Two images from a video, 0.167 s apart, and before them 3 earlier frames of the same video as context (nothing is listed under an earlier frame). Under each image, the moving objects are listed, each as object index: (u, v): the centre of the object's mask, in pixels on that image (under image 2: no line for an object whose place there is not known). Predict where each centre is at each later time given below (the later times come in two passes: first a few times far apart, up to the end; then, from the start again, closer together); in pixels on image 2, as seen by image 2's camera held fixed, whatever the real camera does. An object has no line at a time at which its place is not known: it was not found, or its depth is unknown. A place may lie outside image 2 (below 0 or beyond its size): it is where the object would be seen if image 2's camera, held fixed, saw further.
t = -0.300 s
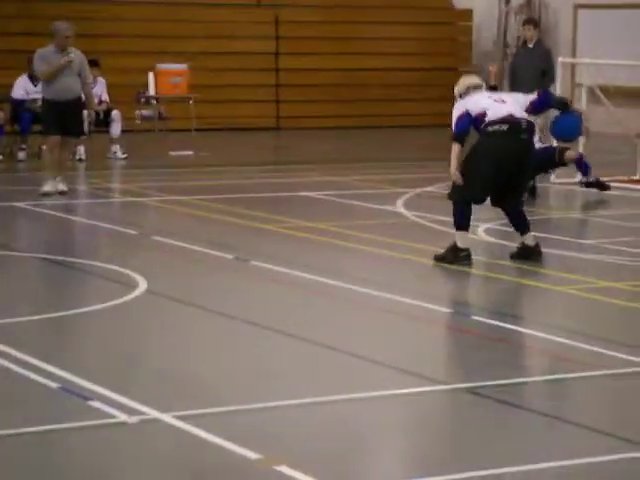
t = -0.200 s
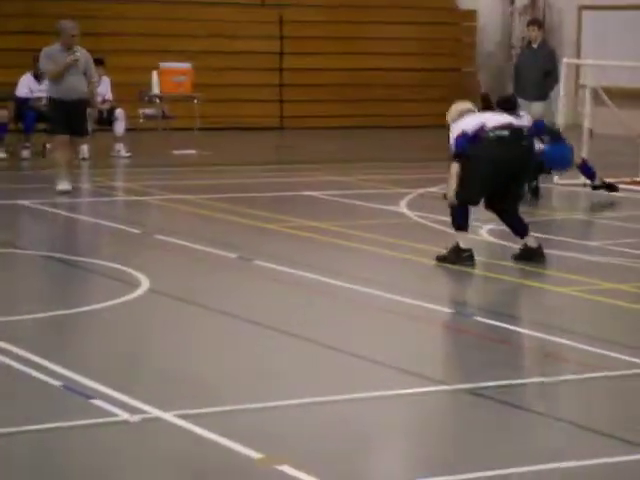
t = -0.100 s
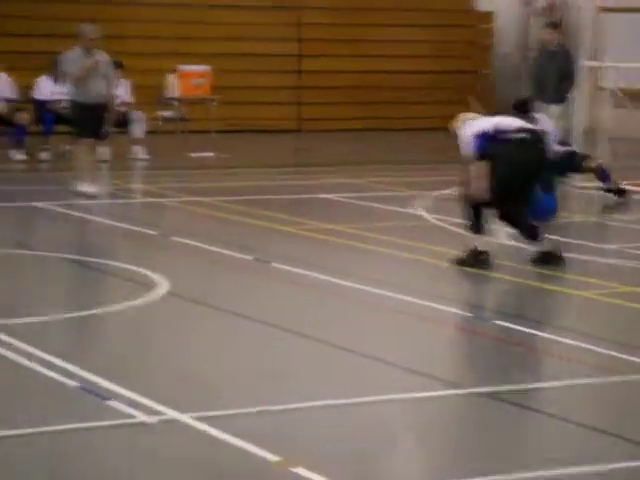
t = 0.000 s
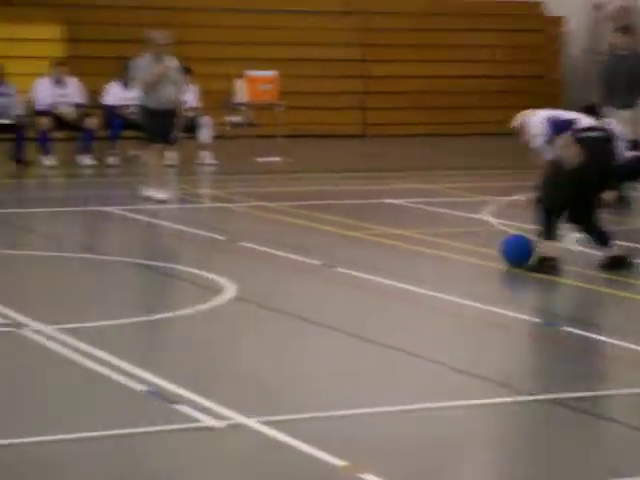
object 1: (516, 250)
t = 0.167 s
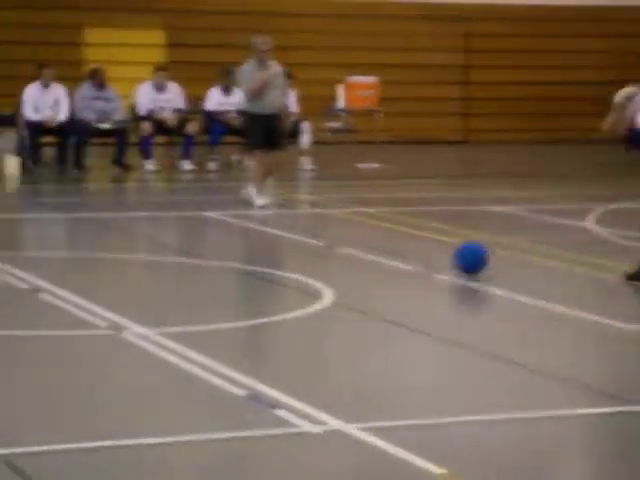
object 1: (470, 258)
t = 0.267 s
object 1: (385, 259)
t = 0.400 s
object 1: (280, 262)
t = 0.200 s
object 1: (441, 261)
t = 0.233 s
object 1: (413, 259)
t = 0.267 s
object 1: (385, 259)
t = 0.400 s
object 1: (280, 262)
